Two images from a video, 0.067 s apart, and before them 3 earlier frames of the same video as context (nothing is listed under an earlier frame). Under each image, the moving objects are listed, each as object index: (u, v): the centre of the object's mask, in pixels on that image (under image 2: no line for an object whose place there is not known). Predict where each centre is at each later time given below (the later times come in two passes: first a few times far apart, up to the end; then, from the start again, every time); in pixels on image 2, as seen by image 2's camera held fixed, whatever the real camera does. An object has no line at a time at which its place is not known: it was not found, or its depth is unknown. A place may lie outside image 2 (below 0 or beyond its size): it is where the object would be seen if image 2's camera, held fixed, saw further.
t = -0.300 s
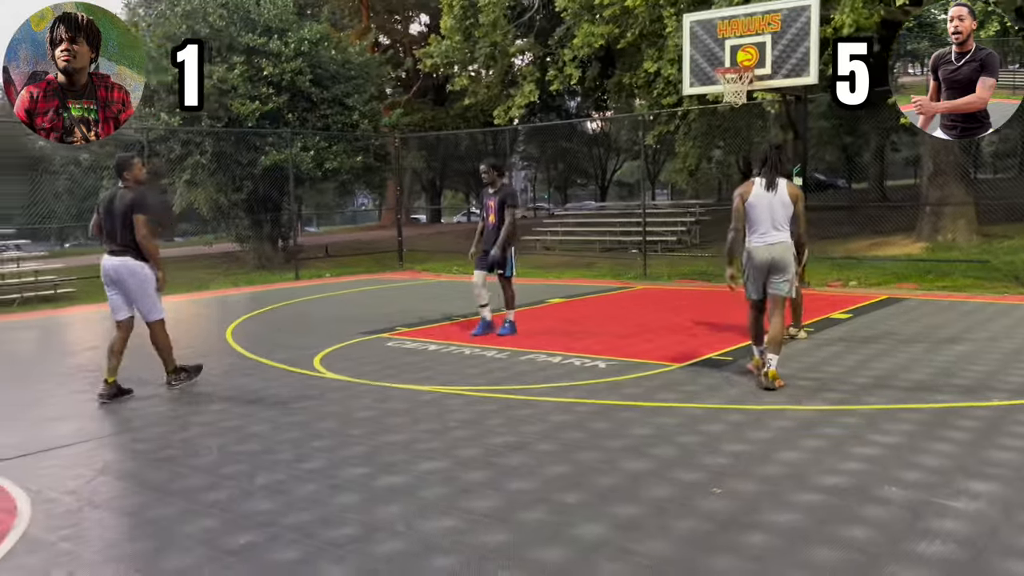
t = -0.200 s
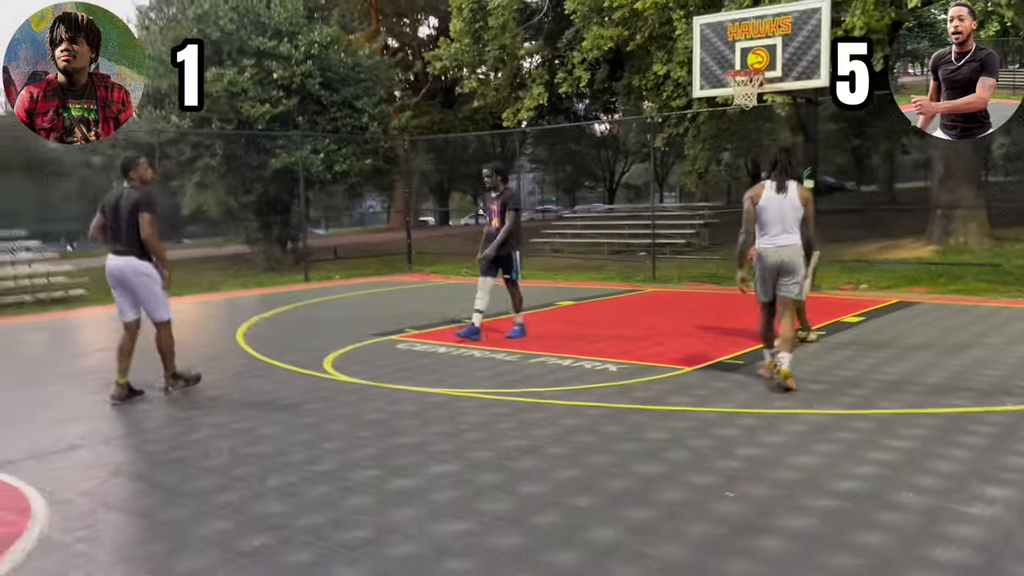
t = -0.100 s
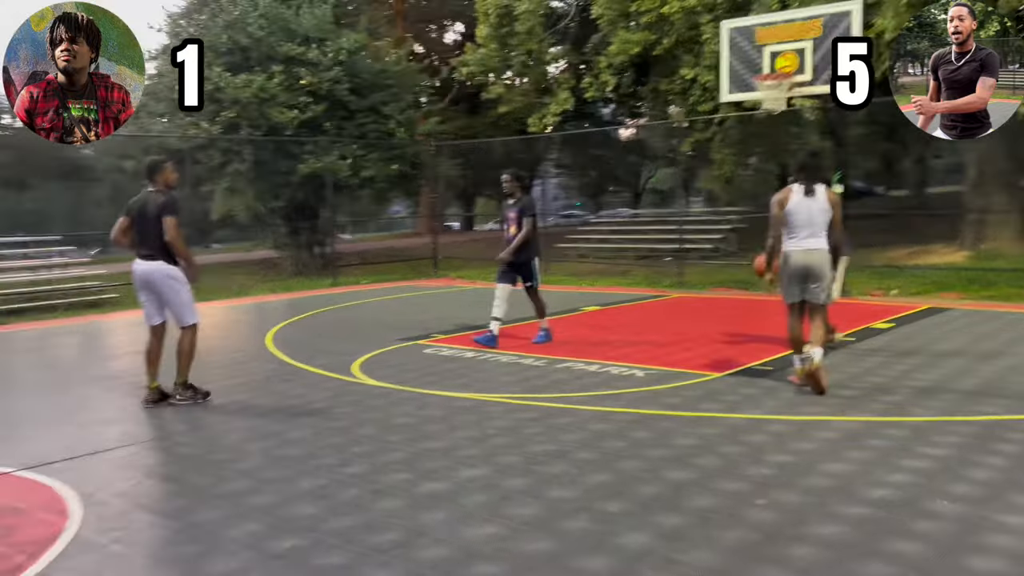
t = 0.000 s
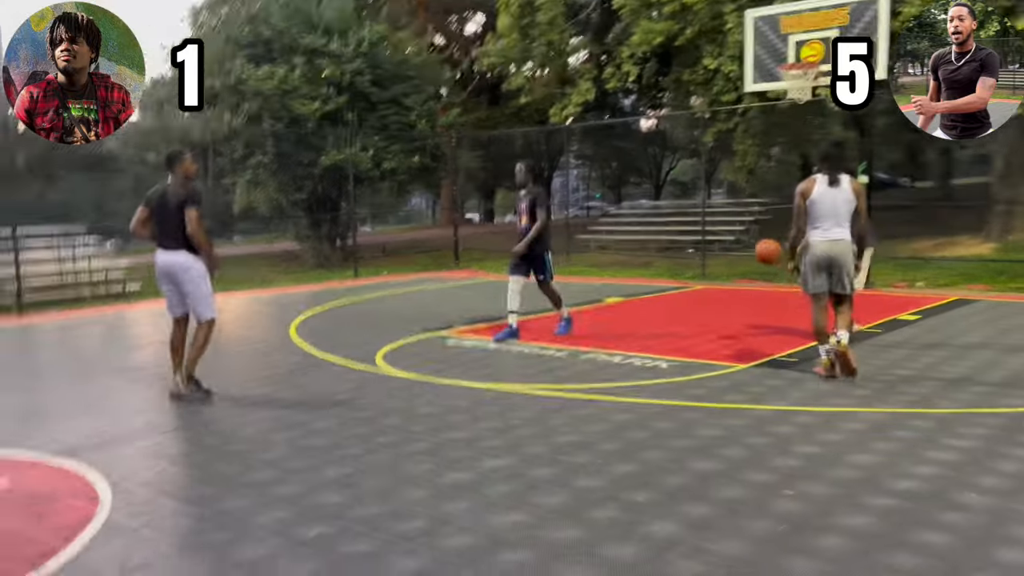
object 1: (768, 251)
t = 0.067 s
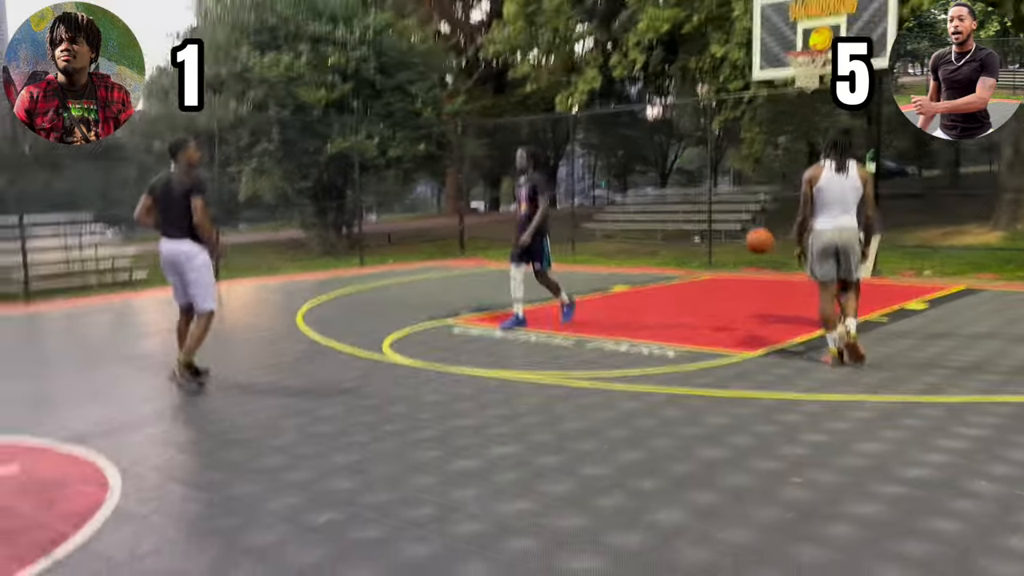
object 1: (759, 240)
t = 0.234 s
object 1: (717, 267)
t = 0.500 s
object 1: (644, 328)
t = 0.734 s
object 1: (582, 295)
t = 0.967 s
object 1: (513, 332)
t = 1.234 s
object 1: (424, 351)
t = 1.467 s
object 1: (335, 365)
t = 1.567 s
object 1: (294, 399)
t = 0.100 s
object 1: (752, 243)
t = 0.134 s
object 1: (743, 247)
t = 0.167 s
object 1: (734, 252)
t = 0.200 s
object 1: (727, 259)
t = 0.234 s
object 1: (717, 267)
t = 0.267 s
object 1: (708, 276)
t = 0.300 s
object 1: (699, 288)
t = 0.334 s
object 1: (690, 300)
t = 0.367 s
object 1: (680, 313)
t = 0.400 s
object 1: (671, 328)
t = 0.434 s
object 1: (661, 346)
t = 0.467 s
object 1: (652, 338)
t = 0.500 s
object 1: (644, 328)
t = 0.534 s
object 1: (635, 320)
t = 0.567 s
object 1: (627, 312)
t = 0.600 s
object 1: (618, 307)
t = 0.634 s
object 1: (610, 302)
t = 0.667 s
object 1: (601, 299)
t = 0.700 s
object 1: (591, 296)
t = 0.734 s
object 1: (582, 295)
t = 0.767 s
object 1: (572, 296)
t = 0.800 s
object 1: (563, 298)
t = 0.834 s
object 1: (552, 302)
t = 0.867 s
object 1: (543, 307)
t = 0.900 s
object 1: (534, 313)
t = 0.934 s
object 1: (523, 322)
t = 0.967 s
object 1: (513, 332)
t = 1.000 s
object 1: (503, 344)
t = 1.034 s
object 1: (492, 357)
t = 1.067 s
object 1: (482, 372)
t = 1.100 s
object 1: (471, 377)
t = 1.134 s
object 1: (459, 369)
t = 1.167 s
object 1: (447, 361)
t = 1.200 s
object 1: (436, 355)
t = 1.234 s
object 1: (424, 351)
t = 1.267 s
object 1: (413, 348)
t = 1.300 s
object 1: (400, 347)
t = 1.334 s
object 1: (387, 347)
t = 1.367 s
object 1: (374, 349)
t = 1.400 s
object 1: (361, 352)
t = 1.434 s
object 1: (348, 358)
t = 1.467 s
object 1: (335, 365)
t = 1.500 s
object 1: (321, 375)
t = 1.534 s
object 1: (307, 385)
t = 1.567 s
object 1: (294, 399)
